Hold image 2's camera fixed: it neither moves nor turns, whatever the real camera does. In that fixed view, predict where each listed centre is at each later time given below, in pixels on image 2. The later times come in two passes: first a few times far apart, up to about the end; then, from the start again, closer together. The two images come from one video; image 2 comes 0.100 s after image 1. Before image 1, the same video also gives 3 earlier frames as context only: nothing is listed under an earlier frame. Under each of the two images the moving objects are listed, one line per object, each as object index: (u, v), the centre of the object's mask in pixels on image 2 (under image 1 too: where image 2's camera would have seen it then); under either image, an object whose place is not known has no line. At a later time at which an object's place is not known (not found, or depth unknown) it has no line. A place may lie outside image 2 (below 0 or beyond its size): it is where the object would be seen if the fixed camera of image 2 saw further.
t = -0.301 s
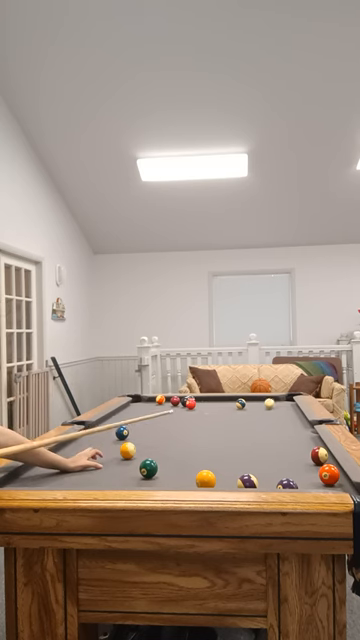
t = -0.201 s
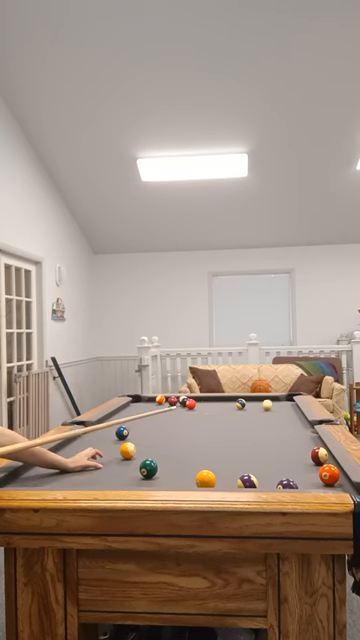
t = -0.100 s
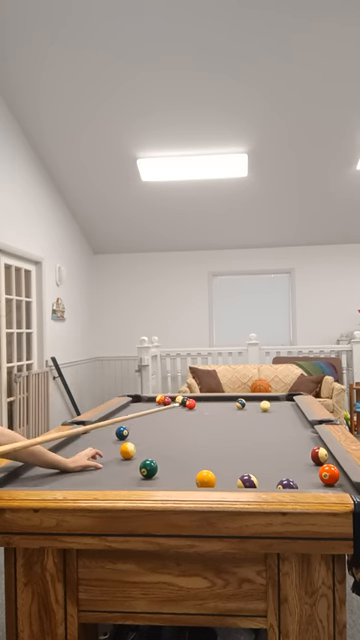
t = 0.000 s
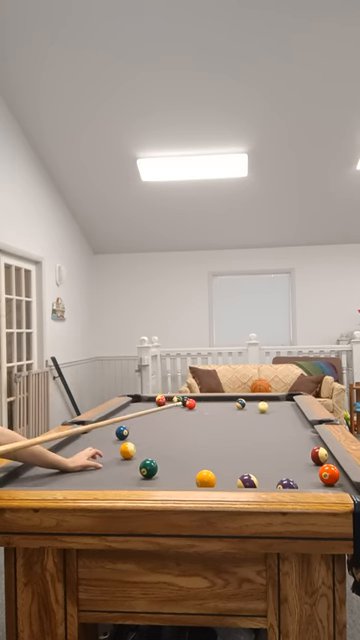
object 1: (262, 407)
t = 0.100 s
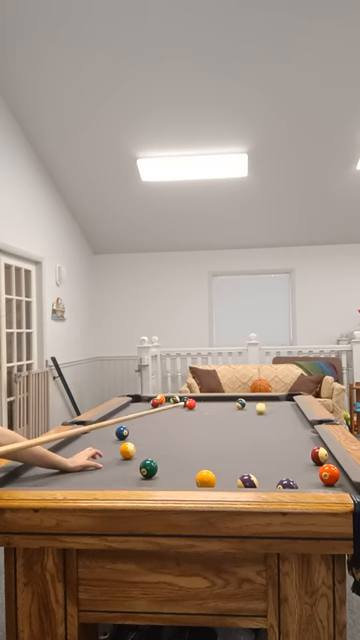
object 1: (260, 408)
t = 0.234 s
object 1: (257, 410)
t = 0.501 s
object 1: (251, 413)
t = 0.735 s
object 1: (246, 417)
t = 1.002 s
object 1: (240, 420)
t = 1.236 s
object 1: (234, 424)
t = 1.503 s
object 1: (227, 427)
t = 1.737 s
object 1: (221, 430)
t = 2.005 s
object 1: (214, 434)
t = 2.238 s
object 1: (208, 437)
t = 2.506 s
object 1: (202, 440)
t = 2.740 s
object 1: (197, 443)
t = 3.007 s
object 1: (192, 446)
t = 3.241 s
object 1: (188, 449)
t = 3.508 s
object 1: (183, 451)
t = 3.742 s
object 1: (180, 454)
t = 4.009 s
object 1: (177, 456)
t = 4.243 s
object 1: (175, 458)
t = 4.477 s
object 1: (173, 459)
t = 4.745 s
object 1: (173, 460)
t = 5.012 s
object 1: (172, 460)
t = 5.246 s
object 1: (171, 460)
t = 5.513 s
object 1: (171, 460)
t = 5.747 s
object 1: (171, 460)
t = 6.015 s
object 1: (171, 460)
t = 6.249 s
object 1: (171, 460)
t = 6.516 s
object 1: (171, 460)
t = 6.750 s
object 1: (171, 460)
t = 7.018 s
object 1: (171, 460)
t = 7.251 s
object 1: (171, 460)
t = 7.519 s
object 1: (171, 460)
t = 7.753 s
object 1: (171, 460)
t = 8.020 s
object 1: (171, 460)
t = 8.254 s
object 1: (171, 460)
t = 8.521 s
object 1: (171, 460)
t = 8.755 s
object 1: (171, 460)
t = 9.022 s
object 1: (171, 460)
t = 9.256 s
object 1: (171, 460)
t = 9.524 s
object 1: (171, 460)
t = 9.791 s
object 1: (171, 460)
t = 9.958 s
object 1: (171, 460)
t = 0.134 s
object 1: (260, 409)
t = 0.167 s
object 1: (259, 409)
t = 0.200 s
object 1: (258, 409)
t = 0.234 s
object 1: (257, 410)
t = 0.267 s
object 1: (257, 410)
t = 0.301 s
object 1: (256, 411)
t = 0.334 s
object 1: (255, 411)
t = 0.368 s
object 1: (254, 412)
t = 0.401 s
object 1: (254, 412)
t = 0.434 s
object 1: (253, 412)
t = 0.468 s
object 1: (252, 413)
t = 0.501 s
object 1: (251, 413)
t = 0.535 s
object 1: (250, 414)
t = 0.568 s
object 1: (250, 415)
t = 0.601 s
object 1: (249, 415)
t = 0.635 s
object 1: (248, 415)
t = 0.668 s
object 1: (248, 416)
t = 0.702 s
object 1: (247, 416)
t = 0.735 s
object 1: (246, 417)
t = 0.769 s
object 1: (245, 417)
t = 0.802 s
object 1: (245, 417)
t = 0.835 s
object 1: (244, 418)
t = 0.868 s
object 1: (243, 418)
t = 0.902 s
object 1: (242, 419)
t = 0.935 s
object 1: (241, 419)
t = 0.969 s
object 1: (241, 420)
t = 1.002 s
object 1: (240, 420)
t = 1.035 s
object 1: (239, 421)
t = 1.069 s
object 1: (238, 421)
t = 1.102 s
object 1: (237, 422)
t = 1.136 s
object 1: (237, 422)
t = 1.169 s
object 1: (236, 423)
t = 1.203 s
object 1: (235, 423)
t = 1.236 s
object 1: (234, 424)
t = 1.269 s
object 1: (233, 424)
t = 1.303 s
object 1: (232, 425)
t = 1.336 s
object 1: (231, 425)
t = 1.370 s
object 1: (230, 425)
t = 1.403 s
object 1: (230, 426)
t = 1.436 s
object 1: (229, 426)
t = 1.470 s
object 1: (228, 427)
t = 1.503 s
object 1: (227, 427)
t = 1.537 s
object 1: (226, 428)
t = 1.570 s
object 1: (226, 428)
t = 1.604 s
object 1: (225, 429)
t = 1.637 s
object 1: (224, 429)
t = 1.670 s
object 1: (223, 430)
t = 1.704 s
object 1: (222, 430)
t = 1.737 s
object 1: (221, 430)
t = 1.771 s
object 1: (220, 431)
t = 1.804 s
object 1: (219, 431)
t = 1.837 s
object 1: (218, 432)
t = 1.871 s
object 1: (218, 432)
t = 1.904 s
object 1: (217, 433)
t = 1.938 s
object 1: (216, 433)
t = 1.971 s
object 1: (215, 434)
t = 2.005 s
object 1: (214, 434)
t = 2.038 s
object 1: (213, 435)
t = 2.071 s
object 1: (212, 435)
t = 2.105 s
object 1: (211, 435)
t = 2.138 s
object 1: (211, 436)
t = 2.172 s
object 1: (210, 436)
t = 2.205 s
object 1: (209, 437)
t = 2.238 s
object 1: (208, 437)
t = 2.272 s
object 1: (207, 438)
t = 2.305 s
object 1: (206, 438)
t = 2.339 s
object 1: (206, 438)
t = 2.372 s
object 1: (205, 439)
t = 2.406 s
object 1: (204, 439)
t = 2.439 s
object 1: (203, 440)
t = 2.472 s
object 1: (203, 440)
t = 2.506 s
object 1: (202, 440)
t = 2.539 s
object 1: (201, 441)
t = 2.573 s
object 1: (200, 441)
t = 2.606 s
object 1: (200, 442)
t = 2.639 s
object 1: (199, 442)
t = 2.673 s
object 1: (198, 442)
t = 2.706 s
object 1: (198, 443)
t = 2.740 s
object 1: (197, 443)
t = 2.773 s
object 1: (196, 443)
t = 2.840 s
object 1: (195, 445)
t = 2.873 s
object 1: (195, 445)
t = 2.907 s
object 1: (193, 445)
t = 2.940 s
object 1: (193, 445)
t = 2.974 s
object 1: (192, 446)
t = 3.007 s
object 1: (192, 446)
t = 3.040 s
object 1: (191, 447)
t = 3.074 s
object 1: (191, 447)
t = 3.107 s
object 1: (190, 448)
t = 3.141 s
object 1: (190, 448)
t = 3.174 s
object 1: (189, 448)
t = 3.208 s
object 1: (188, 449)
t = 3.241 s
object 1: (188, 449)
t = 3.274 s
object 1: (187, 449)
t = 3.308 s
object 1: (187, 450)
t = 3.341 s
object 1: (186, 450)
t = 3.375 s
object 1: (186, 451)
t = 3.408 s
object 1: (185, 451)
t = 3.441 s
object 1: (185, 451)
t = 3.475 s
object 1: (184, 451)
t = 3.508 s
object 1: (183, 451)
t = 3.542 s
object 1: (183, 452)
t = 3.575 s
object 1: (182, 452)
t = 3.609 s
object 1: (182, 453)
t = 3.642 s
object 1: (182, 453)
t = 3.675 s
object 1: (181, 453)
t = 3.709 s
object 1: (181, 454)
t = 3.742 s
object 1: (180, 454)
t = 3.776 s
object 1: (180, 454)
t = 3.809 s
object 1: (180, 454)
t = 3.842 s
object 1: (179, 455)
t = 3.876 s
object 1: (179, 455)
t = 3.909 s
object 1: (178, 455)
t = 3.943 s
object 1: (178, 455)
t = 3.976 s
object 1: (178, 456)
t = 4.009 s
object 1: (177, 456)
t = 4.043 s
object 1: (177, 456)
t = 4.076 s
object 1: (177, 456)
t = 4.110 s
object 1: (176, 457)
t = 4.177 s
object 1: (175, 457)
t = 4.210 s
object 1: (175, 457)
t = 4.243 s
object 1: (175, 458)
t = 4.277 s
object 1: (174, 458)
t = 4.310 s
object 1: (174, 458)
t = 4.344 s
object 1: (174, 458)
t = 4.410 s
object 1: (173, 459)
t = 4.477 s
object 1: (173, 459)
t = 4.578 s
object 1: (173, 459)
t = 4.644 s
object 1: (173, 459)
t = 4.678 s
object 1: (173, 459)
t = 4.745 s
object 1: (173, 460)
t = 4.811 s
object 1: (172, 460)
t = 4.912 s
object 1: (172, 460)
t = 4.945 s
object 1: (172, 460)
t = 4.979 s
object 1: (172, 460)
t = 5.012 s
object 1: (172, 460)
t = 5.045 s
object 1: (171, 460)
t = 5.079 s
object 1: (171, 460)
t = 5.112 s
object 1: (171, 460)
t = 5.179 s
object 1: (171, 460)
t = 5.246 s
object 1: (171, 460)
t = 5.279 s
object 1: (171, 460)
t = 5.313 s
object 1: (171, 460)
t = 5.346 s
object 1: (171, 460)
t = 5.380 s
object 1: (171, 460)
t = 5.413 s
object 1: (171, 460)
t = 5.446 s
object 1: (171, 460)
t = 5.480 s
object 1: (171, 460)
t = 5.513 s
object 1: (171, 460)
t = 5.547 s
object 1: (171, 460)
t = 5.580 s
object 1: (171, 460)
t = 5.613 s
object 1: (171, 460)
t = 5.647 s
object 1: (171, 460)
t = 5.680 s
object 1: (171, 460)
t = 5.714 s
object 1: (171, 460)
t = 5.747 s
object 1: (171, 460)
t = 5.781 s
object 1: (171, 460)
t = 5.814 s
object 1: (171, 460)
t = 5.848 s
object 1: (171, 460)
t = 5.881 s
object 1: (171, 460)
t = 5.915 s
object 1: (171, 460)
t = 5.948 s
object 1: (171, 460)
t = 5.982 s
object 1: (171, 460)
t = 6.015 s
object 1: (171, 460)
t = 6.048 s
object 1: (171, 460)
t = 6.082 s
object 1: (171, 460)
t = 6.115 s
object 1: (171, 460)
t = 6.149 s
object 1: (171, 460)
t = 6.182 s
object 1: (171, 460)
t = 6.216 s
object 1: (171, 460)
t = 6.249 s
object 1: (171, 460)
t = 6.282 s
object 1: (171, 460)
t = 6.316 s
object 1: (171, 460)
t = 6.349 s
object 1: (171, 460)
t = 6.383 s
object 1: (171, 460)
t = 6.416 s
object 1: (171, 460)
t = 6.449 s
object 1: (171, 460)
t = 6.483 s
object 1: (171, 460)
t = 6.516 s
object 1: (171, 460)
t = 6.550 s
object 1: (171, 460)
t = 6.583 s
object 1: (171, 460)
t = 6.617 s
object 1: (171, 460)
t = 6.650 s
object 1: (171, 460)
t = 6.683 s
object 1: (171, 460)
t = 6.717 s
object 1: (171, 460)
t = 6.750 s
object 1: (171, 460)
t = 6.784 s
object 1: (171, 460)
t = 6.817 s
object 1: (171, 460)
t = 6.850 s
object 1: (171, 460)
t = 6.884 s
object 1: (171, 460)
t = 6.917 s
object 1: (171, 460)
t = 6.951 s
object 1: (171, 460)
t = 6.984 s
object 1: (171, 460)
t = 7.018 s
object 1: (171, 460)
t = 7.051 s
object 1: (171, 460)
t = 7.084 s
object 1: (171, 460)
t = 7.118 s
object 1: (171, 460)
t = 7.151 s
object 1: (171, 460)
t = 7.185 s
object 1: (171, 460)
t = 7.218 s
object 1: (171, 460)
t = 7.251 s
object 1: (171, 460)
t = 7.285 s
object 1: (171, 460)
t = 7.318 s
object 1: (171, 460)
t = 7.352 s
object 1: (171, 460)
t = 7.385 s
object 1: (171, 460)
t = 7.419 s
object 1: (171, 460)
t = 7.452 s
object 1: (171, 460)
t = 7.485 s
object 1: (171, 460)
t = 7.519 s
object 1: (171, 460)
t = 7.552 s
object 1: (171, 460)
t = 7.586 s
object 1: (171, 460)
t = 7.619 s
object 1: (171, 460)
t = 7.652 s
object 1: (171, 460)
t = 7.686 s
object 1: (171, 460)
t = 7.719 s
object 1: (171, 460)
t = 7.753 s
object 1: (171, 460)
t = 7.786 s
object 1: (171, 460)
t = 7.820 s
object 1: (171, 460)
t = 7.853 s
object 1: (171, 460)
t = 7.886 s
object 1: (171, 460)
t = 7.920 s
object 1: (171, 460)
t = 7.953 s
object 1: (171, 460)
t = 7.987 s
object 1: (171, 460)
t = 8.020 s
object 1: (171, 460)
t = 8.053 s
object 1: (171, 460)
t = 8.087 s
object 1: (171, 460)
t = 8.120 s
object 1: (171, 460)
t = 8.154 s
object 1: (171, 460)
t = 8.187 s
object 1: (171, 460)
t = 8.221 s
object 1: (171, 460)
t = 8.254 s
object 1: (171, 460)
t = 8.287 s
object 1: (171, 460)
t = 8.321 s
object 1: (171, 460)
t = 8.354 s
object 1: (171, 460)
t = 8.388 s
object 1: (171, 460)
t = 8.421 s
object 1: (171, 460)
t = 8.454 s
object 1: (171, 460)
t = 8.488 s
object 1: (171, 460)
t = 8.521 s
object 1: (171, 460)
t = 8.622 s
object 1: (171, 460)
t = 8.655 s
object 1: (171, 460)
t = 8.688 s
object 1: (171, 460)
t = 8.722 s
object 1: (171, 460)
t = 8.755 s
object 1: (171, 460)
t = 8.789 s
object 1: (171, 460)
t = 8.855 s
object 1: (171, 460)
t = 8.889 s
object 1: (171, 460)
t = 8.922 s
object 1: (171, 460)
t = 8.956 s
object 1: (171, 460)
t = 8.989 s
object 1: (171, 460)
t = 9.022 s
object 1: (171, 460)
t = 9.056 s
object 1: (171, 460)
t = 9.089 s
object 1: (171, 460)
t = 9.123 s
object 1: (171, 460)
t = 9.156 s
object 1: (171, 460)
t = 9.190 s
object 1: (171, 460)
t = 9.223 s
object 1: (171, 460)
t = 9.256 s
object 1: (171, 460)
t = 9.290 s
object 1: (171, 460)
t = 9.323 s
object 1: (171, 460)
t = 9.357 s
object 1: (171, 460)
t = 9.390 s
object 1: (171, 460)
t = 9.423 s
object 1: (171, 460)
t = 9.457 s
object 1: (171, 460)
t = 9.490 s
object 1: (171, 460)
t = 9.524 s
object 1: (171, 460)
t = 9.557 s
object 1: (171, 460)
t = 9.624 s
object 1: (171, 460)
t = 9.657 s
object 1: (171, 460)
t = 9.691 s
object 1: (171, 460)
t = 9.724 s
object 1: (171, 460)
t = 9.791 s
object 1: (171, 460)
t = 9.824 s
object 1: (171, 460)
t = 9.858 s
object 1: (171, 460)
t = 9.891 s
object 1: (171, 460)
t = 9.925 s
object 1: (171, 460)
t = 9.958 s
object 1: (171, 460)
